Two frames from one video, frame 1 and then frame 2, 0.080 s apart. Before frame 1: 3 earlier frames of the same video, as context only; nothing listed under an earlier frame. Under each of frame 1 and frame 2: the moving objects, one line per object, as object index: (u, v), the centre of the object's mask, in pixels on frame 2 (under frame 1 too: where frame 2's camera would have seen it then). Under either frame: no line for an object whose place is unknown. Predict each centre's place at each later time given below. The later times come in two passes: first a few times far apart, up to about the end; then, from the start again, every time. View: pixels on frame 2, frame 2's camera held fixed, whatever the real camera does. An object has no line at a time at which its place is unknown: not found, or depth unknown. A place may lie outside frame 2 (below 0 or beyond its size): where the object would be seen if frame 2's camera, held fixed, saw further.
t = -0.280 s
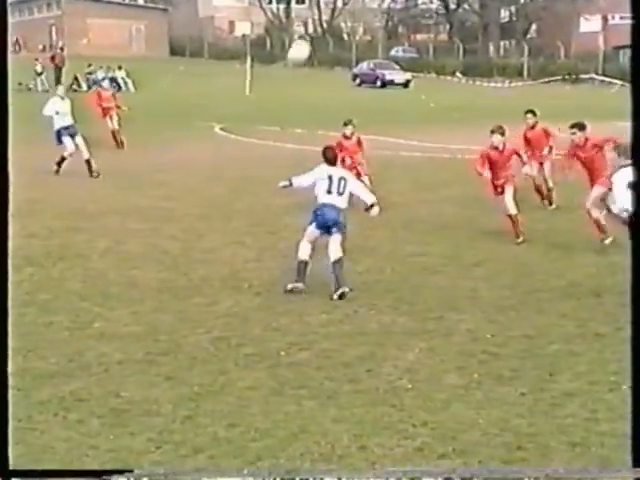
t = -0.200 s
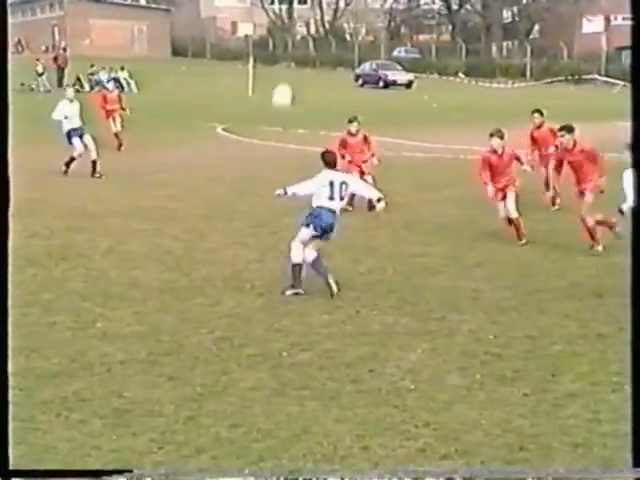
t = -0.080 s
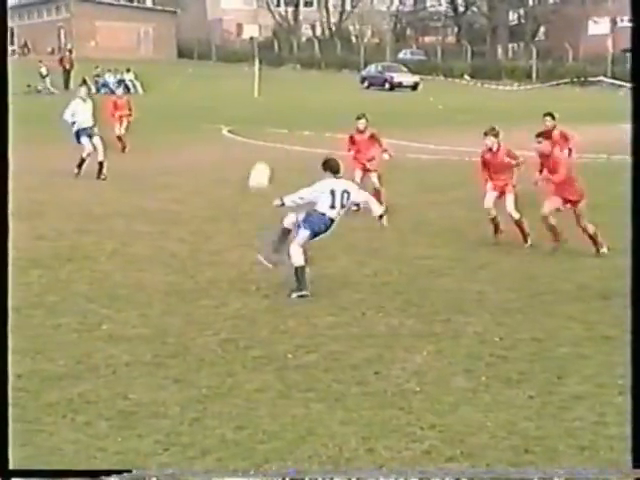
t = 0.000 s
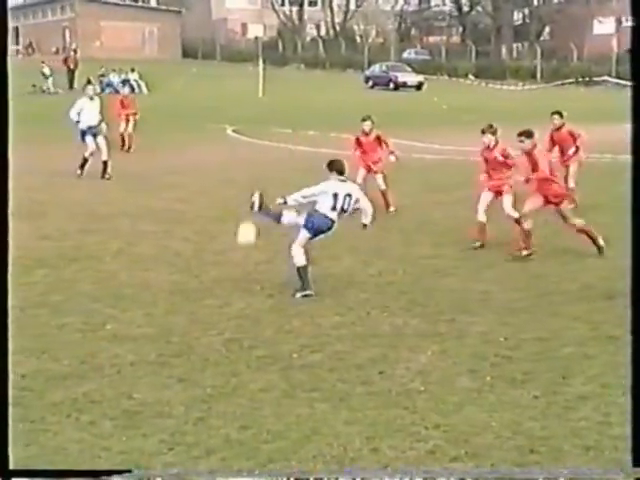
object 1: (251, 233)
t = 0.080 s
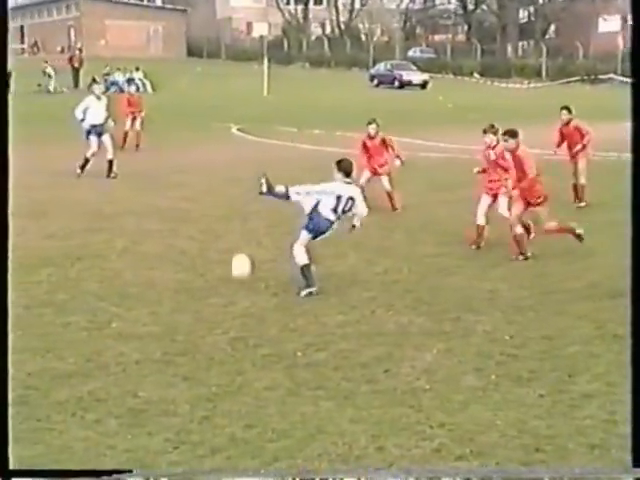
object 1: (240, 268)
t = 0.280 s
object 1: (223, 178)
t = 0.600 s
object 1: (198, 111)
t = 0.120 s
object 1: (237, 246)
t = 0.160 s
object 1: (233, 227)
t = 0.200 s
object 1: (230, 208)
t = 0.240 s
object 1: (226, 192)
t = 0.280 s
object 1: (223, 178)
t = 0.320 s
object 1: (220, 164)
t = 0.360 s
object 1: (217, 152)
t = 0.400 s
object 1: (214, 141)
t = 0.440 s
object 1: (210, 132)
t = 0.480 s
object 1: (208, 124)
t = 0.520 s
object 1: (204, 118)
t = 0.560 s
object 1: (201, 114)
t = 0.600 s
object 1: (198, 111)
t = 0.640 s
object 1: (195, 109)
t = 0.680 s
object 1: (192, 109)
